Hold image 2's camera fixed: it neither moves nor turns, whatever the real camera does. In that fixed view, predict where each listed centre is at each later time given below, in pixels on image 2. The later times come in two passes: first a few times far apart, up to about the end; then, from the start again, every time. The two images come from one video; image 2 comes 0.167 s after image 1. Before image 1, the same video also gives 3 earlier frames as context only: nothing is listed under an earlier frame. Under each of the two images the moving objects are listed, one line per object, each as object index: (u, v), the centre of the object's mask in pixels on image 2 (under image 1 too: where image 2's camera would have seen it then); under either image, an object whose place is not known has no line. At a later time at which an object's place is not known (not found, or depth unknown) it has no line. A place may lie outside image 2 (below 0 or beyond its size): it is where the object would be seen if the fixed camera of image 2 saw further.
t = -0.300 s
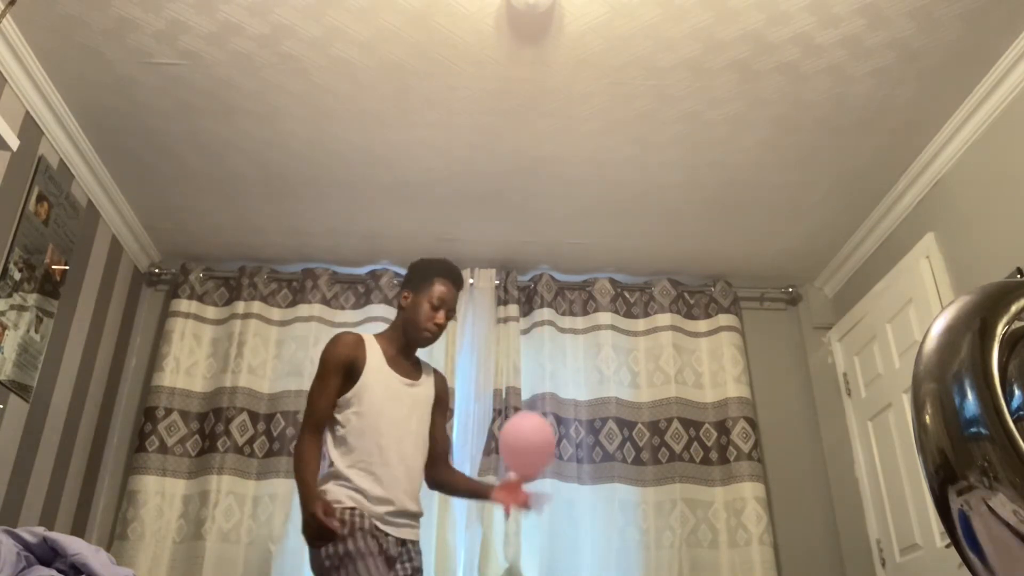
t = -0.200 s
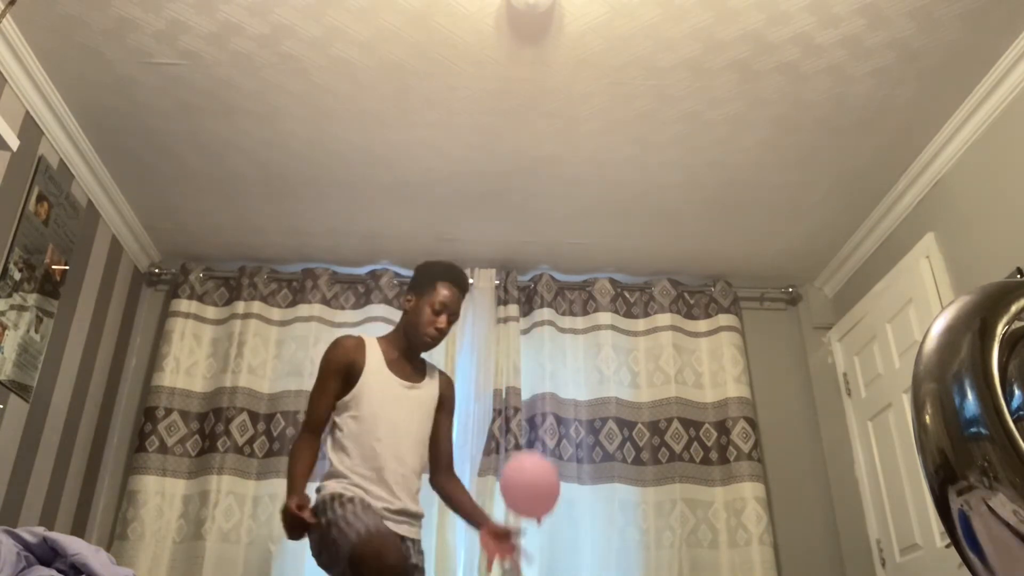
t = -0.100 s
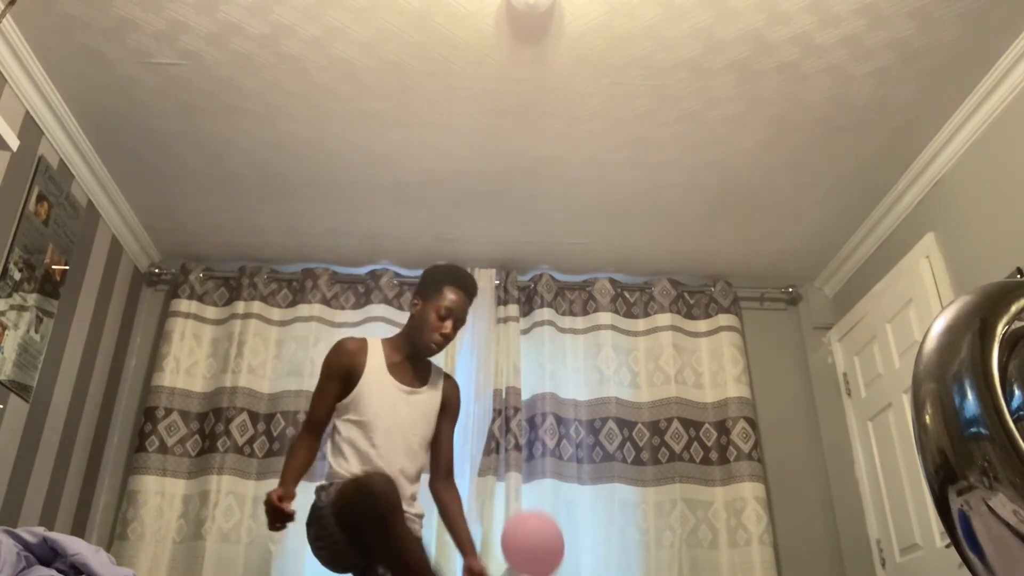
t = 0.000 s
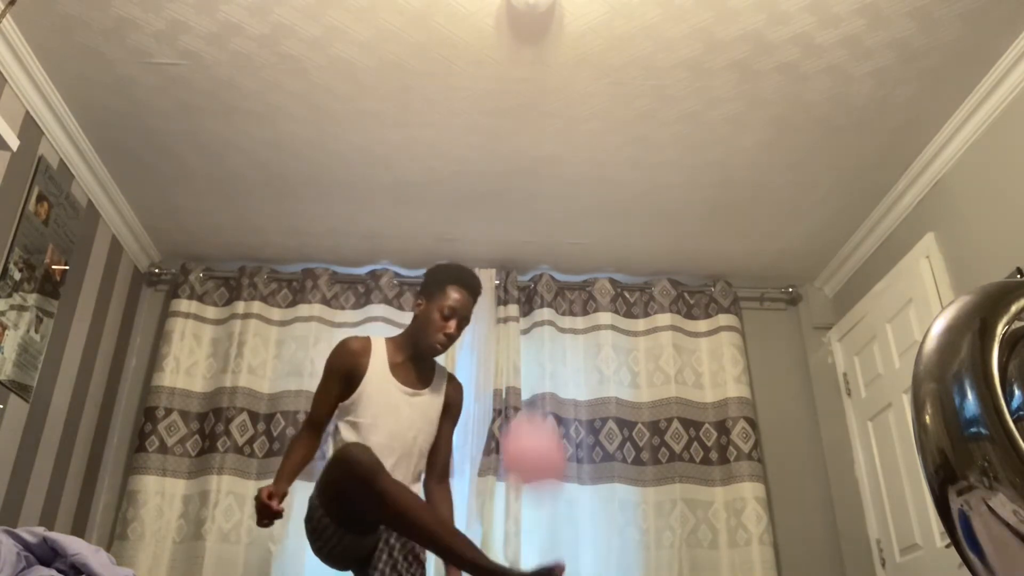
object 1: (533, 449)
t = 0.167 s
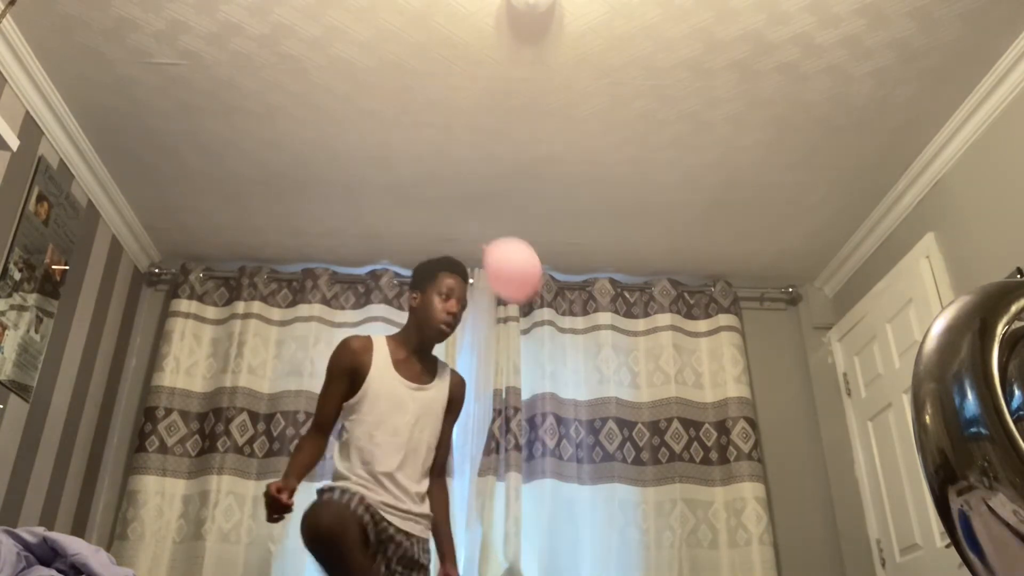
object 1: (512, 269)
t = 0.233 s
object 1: (496, 235)
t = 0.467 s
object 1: (446, 201)
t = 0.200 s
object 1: (504, 251)
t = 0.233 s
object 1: (496, 235)
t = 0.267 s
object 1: (487, 223)
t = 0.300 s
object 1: (479, 214)
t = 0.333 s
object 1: (470, 207)
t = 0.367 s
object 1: (463, 203)
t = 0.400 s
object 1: (456, 201)
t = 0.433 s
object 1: (451, 201)
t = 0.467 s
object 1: (446, 201)
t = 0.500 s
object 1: (441, 203)
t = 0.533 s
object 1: (437, 206)
